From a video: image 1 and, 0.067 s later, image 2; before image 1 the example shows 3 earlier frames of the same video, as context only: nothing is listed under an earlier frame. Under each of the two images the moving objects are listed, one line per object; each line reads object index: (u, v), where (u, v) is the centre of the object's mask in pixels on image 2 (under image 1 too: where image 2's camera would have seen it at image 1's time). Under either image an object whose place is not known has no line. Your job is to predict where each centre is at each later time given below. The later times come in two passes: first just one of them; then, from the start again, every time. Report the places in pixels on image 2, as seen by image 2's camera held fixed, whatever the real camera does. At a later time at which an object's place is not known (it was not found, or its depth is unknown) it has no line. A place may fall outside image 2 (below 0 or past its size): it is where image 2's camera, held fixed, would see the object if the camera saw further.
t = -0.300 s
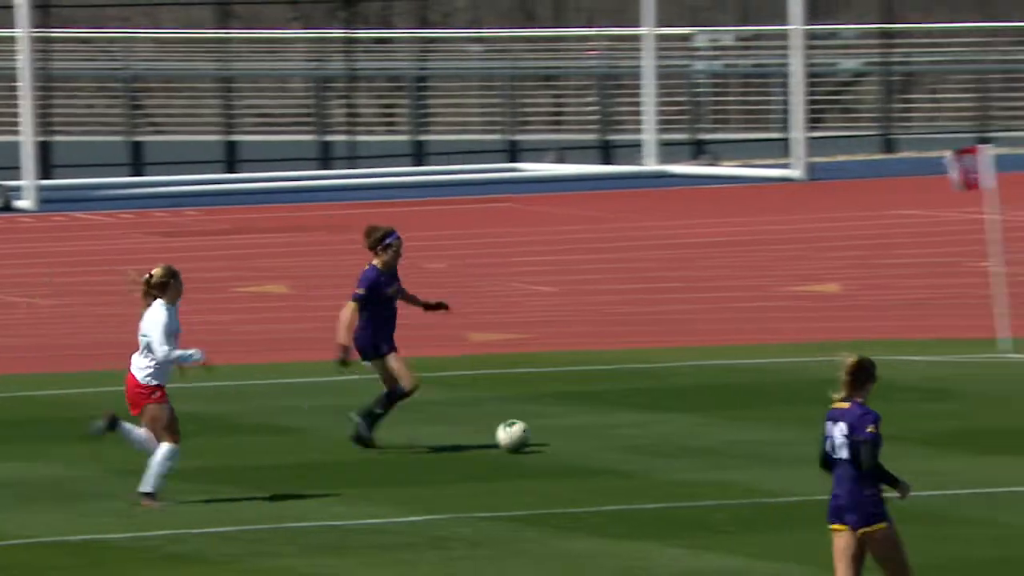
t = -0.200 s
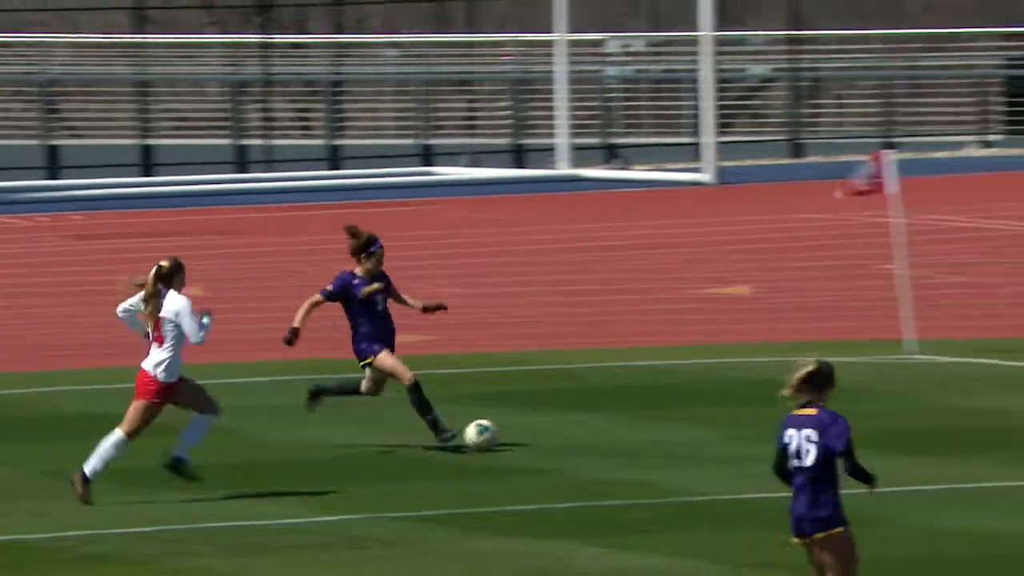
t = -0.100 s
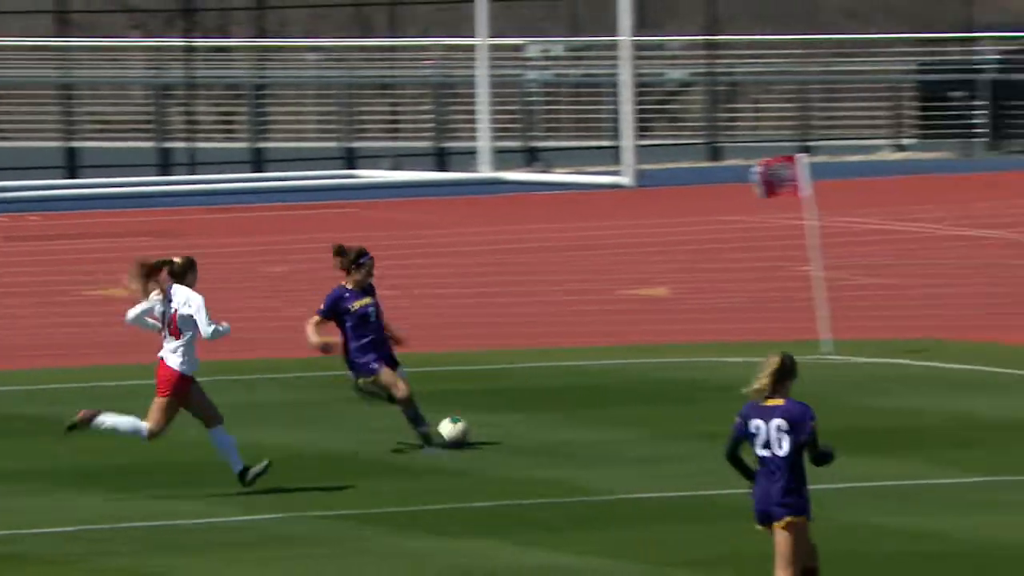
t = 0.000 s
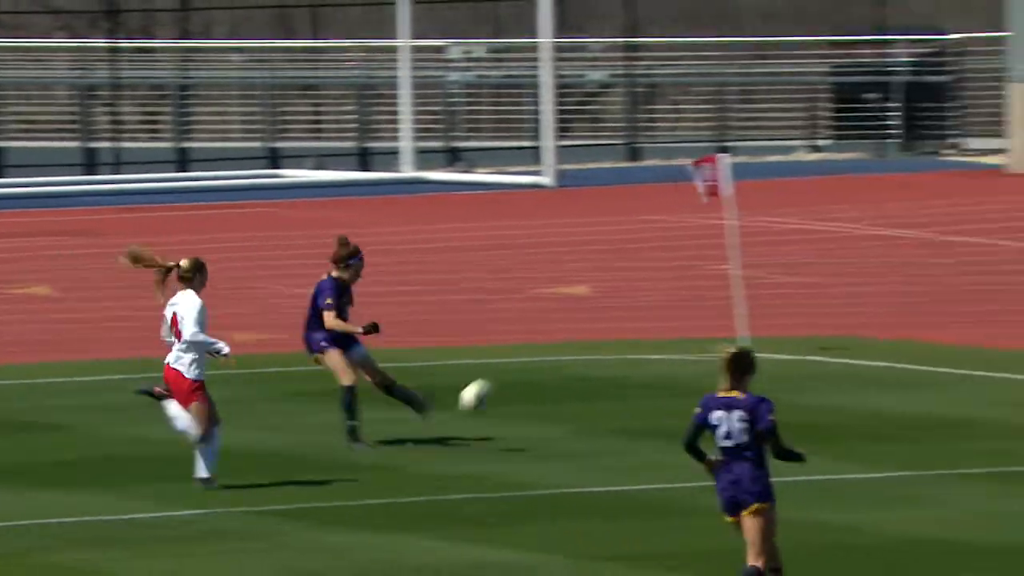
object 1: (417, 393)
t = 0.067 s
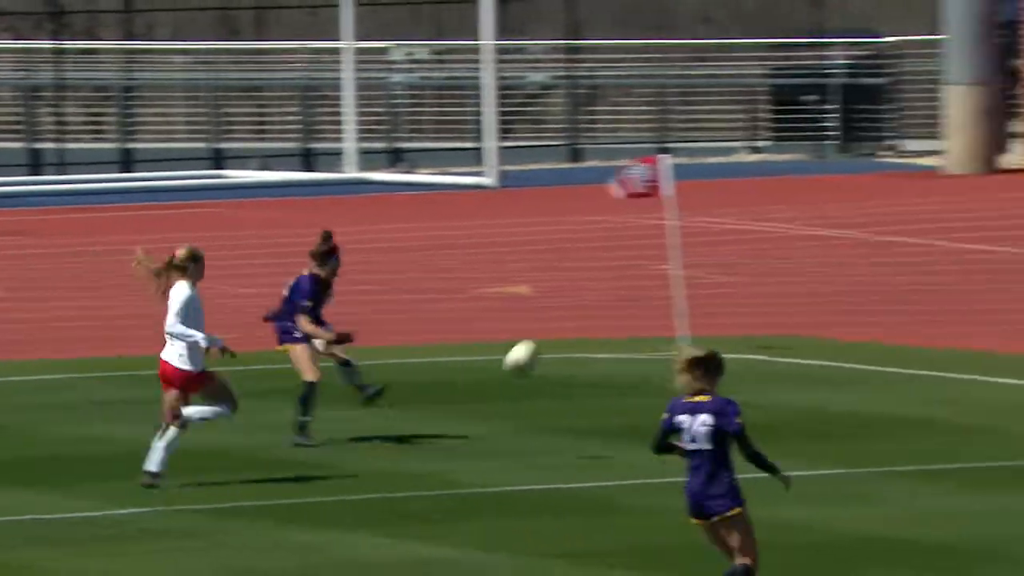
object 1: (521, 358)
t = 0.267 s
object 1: (808, 267)
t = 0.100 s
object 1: (572, 339)
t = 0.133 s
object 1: (622, 324)
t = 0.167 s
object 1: (670, 308)
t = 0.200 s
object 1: (717, 294)
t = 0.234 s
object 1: (763, 280)
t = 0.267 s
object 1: (808, 267)
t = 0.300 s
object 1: (853, 255)
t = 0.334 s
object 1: (896, 243)
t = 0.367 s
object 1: (937, 234)
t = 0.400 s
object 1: (977, 225)
